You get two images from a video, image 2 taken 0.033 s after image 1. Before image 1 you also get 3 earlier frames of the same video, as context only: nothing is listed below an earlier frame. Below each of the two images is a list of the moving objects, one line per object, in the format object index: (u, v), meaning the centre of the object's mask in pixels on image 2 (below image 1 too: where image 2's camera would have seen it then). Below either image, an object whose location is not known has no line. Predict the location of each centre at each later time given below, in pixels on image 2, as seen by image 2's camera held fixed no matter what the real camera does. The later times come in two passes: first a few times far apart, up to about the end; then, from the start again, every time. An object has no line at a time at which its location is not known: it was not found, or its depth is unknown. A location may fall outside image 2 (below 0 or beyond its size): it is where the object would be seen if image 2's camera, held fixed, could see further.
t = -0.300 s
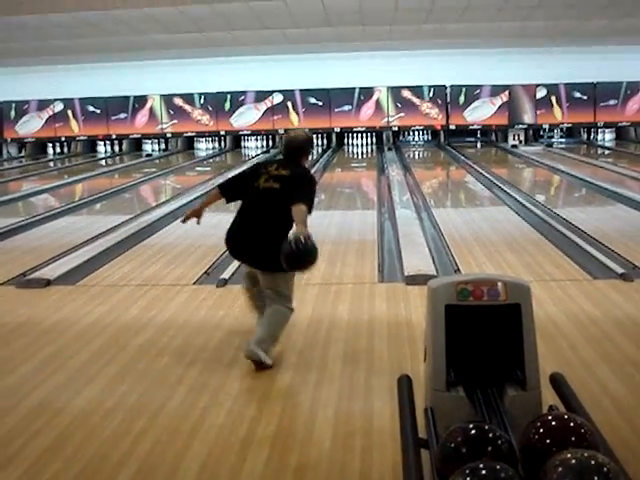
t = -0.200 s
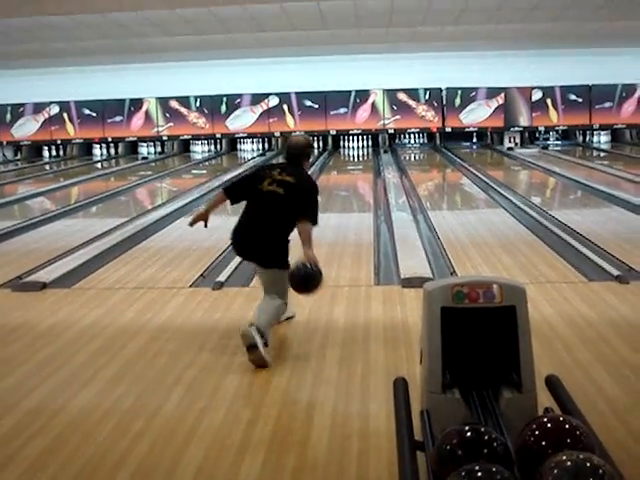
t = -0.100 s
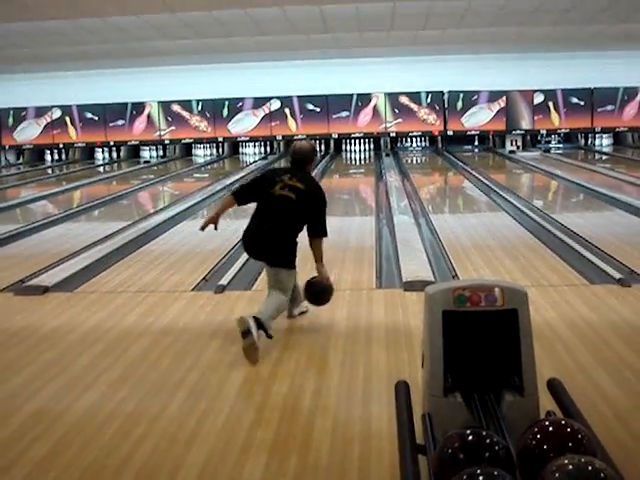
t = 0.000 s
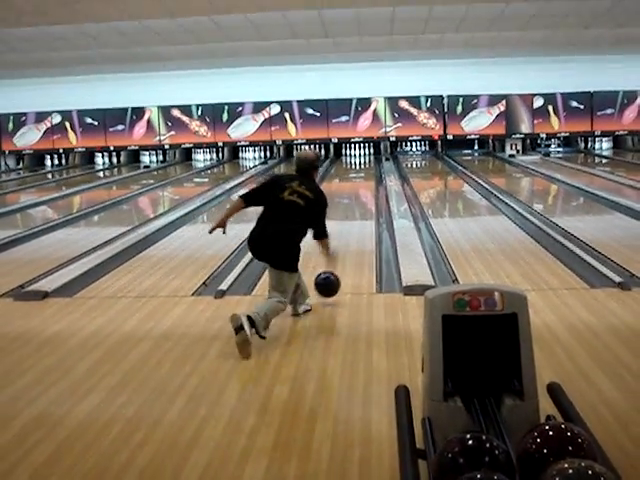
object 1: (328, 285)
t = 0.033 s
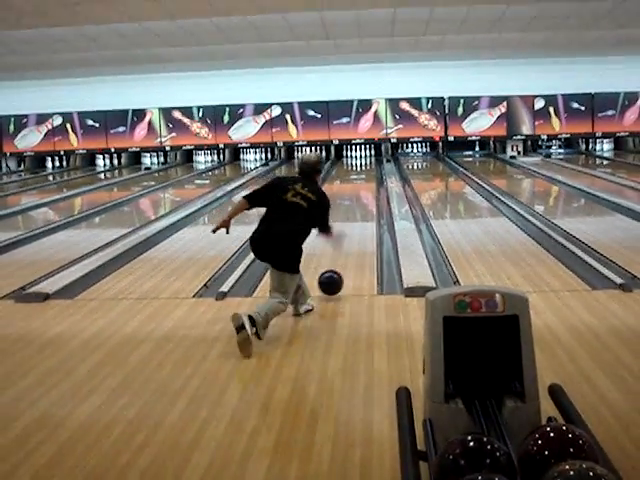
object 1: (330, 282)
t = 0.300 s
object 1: (343, 244)
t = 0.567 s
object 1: (350, 218)
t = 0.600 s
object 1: (350, 216)
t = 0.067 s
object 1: (332, 279)
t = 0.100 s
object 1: (334, 272)
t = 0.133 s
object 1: (336, 267)
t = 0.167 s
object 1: (337, 262)
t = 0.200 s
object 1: (339, 257)
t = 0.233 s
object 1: (340, 252)
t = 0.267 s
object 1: (341, 248)
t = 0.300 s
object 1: (343, 244)
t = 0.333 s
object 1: (344, 240)
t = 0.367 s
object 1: (345, 236)
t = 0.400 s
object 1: (346, 233)
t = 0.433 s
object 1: (346, 230)
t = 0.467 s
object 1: (348, 227)
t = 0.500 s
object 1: (348, 224)
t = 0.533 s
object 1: (349, 221)
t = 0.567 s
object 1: (350, 218)
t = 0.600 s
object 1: (350, 216)
